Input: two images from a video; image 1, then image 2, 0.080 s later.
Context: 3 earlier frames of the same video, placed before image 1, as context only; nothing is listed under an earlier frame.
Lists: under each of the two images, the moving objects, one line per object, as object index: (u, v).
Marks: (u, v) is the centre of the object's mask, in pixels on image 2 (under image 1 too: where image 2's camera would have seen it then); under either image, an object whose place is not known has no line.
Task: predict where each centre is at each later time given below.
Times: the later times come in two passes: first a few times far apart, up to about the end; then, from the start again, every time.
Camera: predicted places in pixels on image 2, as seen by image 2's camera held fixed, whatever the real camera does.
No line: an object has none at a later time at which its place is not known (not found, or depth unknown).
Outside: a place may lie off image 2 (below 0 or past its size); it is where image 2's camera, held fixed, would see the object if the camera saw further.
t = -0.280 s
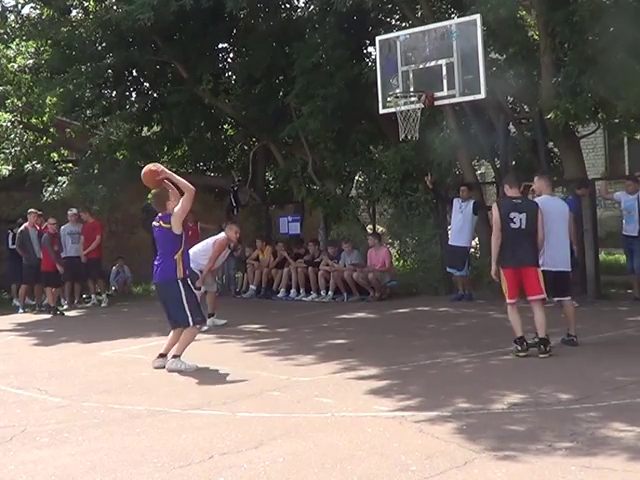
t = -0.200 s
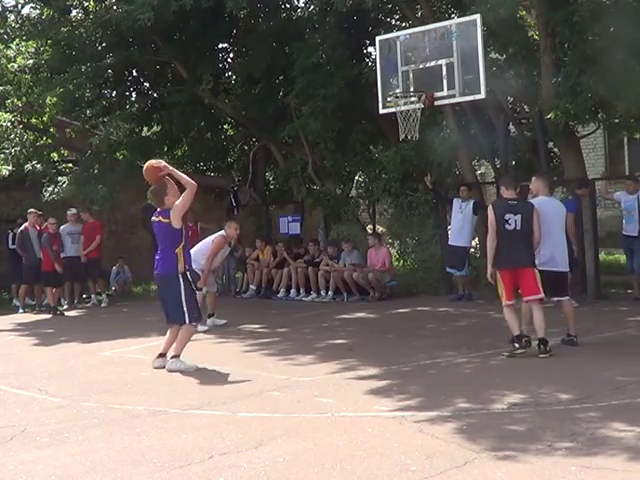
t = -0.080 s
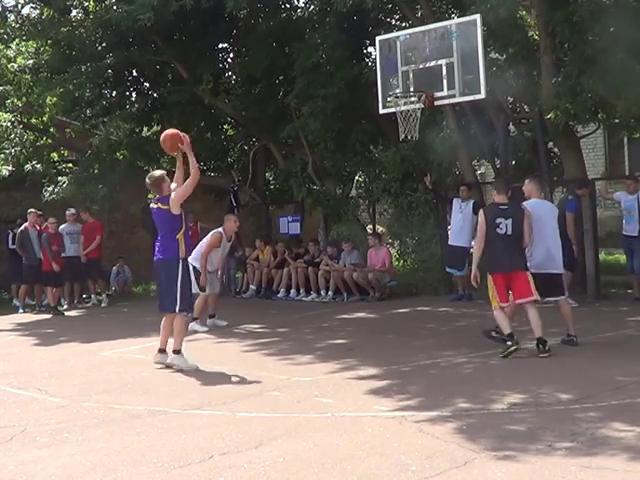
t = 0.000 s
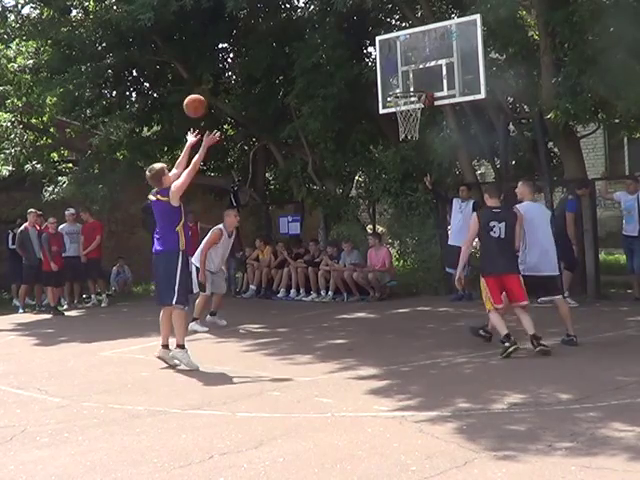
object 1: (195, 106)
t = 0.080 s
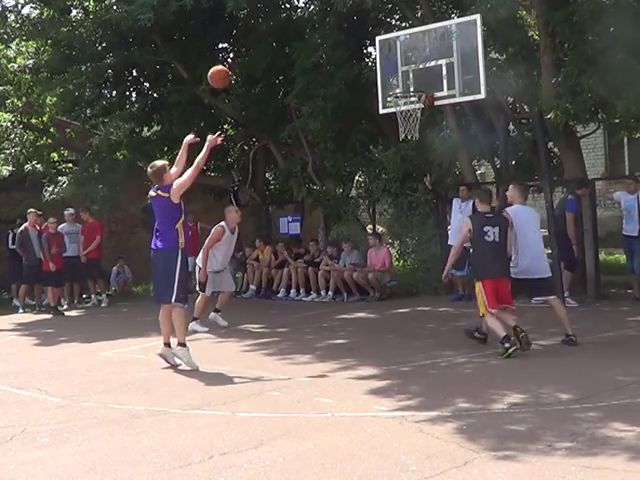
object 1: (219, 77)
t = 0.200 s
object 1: (253, 46)
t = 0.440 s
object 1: (317, 27)
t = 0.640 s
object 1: (366, 47)
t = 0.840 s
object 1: (408, 98)
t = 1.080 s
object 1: (432, 138)
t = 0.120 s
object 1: (230, 65)
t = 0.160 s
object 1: (242, 55)
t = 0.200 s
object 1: (253, 46)
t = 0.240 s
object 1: (264, 39)
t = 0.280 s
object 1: (275, 34)
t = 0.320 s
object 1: (286, 30)
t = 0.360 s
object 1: (296, 28)
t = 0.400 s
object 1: (307, 27)
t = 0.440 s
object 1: (317, 27)
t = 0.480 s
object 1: (327, 28)
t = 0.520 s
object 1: (337, 31)
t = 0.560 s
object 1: (347, 35)
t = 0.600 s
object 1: (356, 41)
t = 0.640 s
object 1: (366, 47)
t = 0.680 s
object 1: (375, 55)
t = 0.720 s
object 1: (384, 63)
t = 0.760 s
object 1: (393, 74)
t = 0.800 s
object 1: (402, 85)
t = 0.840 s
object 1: (408, 98)
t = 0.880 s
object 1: (421, 105)
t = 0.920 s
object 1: (424, 108)
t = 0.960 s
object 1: (423, 117)
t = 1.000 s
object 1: (426, 122)
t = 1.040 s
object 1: (429, 130)
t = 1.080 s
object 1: (432, 138)
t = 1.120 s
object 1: (434, 148)
